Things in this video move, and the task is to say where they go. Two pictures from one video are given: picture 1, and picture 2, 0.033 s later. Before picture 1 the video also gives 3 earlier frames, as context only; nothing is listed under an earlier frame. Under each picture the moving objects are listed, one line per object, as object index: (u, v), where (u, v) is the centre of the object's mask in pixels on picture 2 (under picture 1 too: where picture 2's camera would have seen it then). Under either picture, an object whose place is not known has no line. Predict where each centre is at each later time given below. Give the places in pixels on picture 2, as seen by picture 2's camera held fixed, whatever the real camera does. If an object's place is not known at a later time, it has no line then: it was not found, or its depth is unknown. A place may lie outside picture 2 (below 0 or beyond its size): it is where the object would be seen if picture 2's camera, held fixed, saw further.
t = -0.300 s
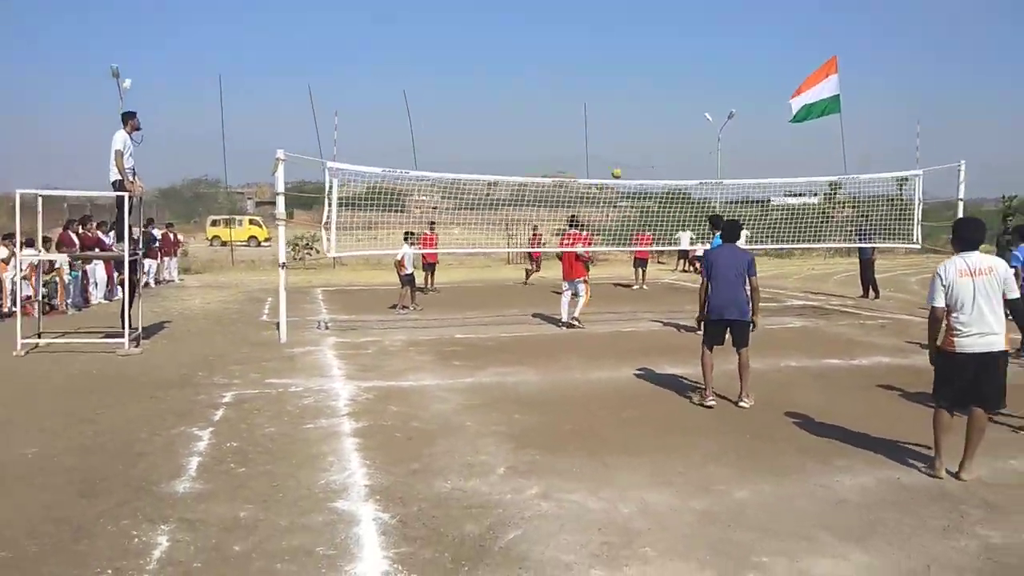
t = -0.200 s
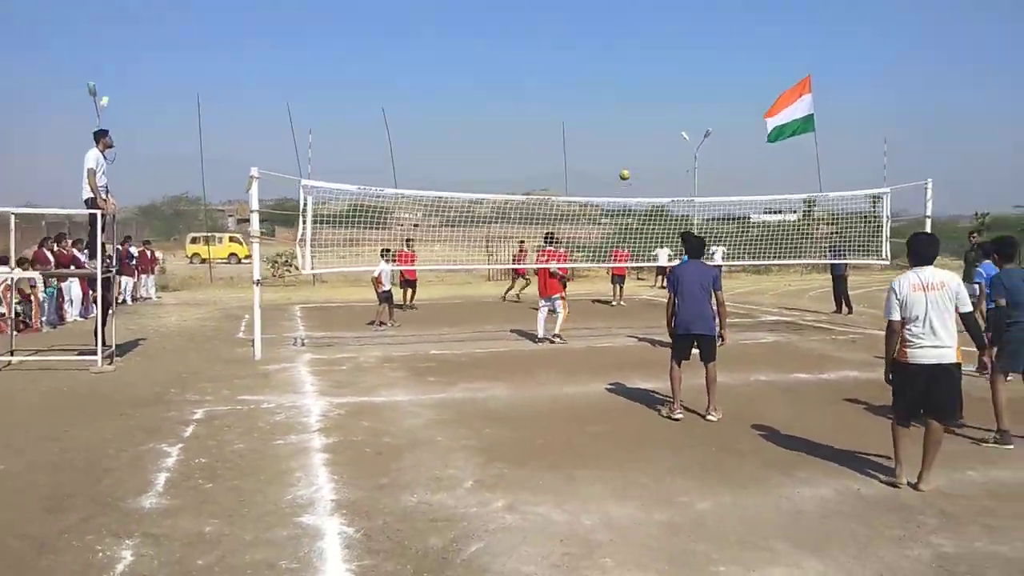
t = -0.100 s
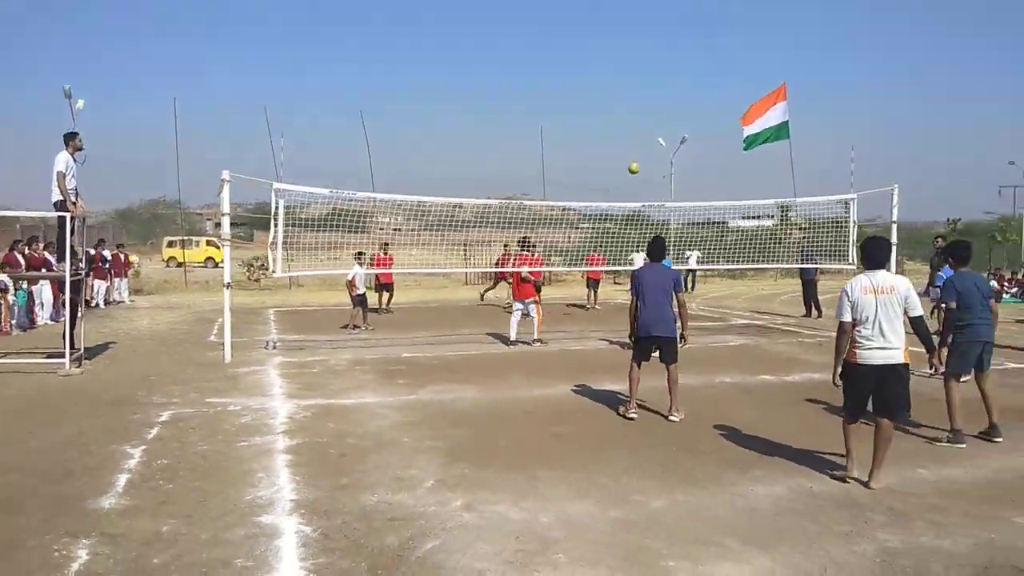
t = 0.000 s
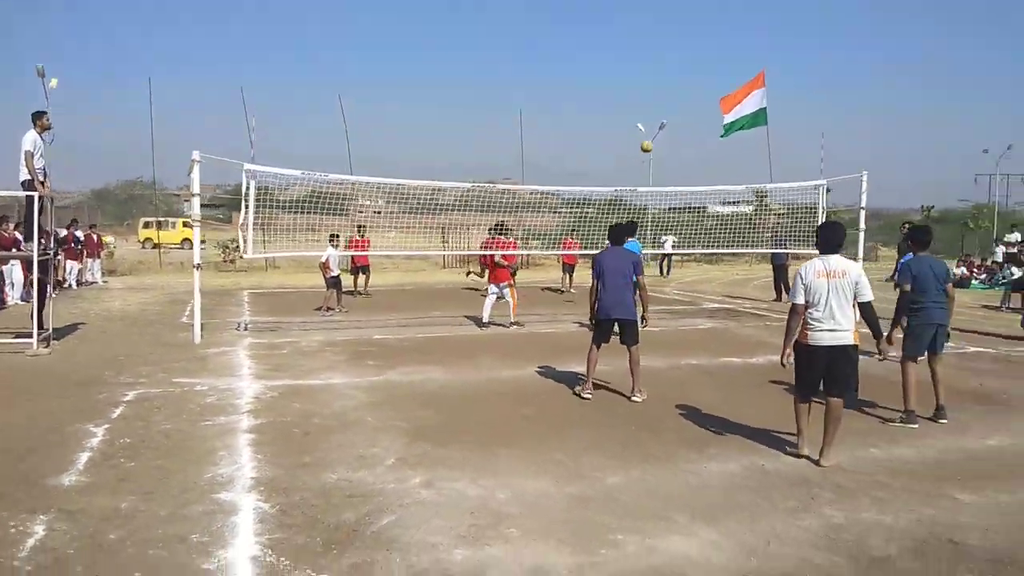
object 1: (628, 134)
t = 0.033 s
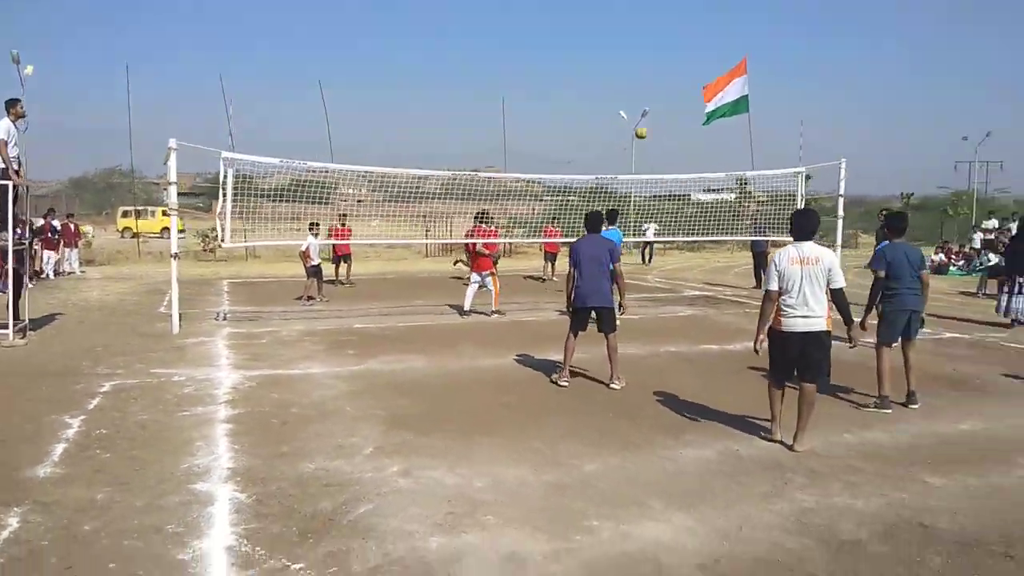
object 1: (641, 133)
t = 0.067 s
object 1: (653, 131)
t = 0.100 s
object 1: (667, 132)
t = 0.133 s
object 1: (681, 133)
